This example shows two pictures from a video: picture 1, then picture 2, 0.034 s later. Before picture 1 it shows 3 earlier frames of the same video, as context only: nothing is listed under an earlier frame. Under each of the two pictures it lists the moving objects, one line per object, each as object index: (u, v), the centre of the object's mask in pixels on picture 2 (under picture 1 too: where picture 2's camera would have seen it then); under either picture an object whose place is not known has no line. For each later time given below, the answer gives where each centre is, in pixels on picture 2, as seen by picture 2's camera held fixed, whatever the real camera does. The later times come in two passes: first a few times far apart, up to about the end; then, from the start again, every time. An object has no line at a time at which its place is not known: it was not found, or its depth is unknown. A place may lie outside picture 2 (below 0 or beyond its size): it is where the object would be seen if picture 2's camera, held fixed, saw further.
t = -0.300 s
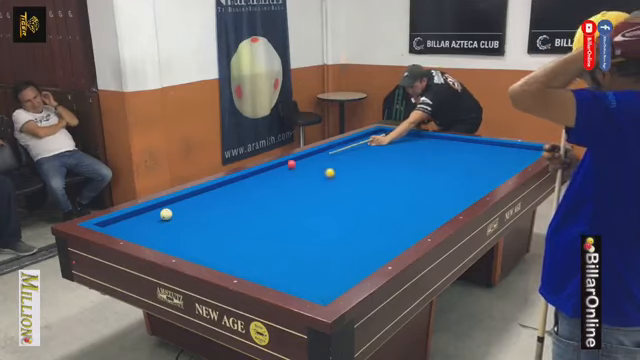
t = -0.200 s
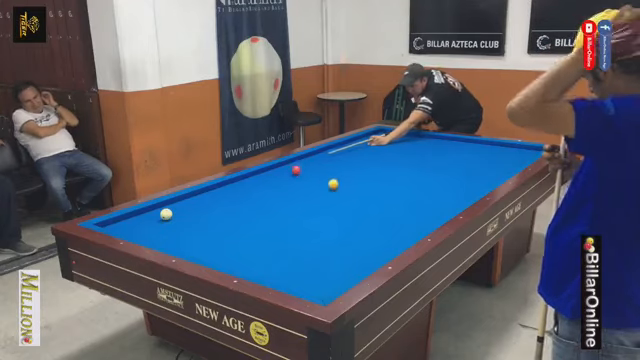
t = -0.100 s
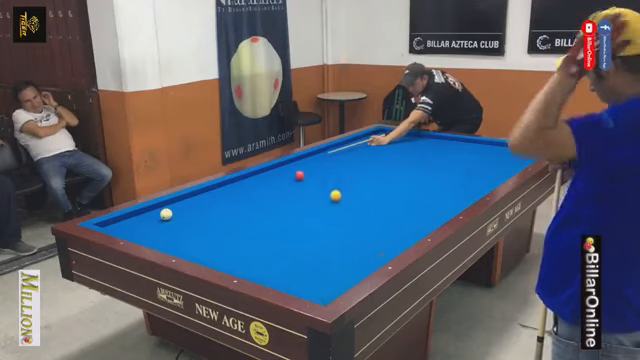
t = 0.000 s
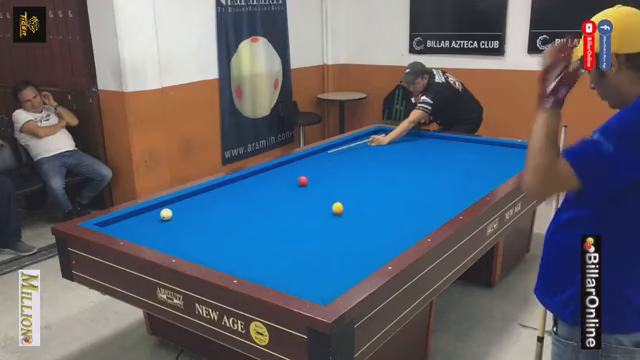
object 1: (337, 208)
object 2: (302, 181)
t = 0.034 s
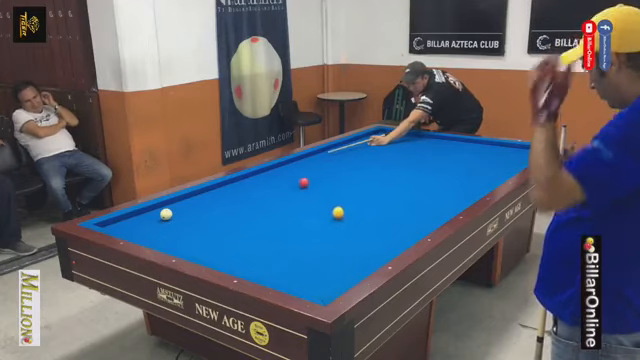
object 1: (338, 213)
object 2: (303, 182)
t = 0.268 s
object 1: (344, 251)
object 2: (312, 197)
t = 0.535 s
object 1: (297, 277)
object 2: (324, 216)
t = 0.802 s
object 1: (292, 235)
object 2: (338, 239)
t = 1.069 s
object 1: (286, 209)
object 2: (356, 267)
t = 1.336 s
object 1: (281, 188)
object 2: (314, 273)
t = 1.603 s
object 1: (277, 172)
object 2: (272, 275)
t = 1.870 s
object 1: (302, 162)
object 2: (266, 269)
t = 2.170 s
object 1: (344, 156)
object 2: (263, 259)
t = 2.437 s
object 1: (380, 151)
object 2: (262, 251)
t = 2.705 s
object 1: (413, 147)
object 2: (260, 244)
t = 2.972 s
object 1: (444, 143)
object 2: (258, 237)
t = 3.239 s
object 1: (470, 140)
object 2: (257, 231)
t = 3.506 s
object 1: (483, 147)
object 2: (256, 226)
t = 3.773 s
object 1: (497, 153)
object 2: (255, 221)
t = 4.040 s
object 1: (511, 160)
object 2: (254, 217)
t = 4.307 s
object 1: (508, 165)
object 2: (253, 213)
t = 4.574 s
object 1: (488, 168)
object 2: (252, 209)
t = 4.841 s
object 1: (468, 171)
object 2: (252, 206)
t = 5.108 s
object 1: (448, 173)
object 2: (251, 202)
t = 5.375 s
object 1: (428, 176)
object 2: (251, 200)
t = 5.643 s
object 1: (408, 179)
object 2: (251, 197)
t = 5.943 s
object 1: (386, 182)
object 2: (250, 195)
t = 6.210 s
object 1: (366, 185)
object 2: (250, 193)
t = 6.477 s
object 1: (345, 188)
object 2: (250, 190)
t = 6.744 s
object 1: (325, 191)
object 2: (250, 189)
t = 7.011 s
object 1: (305, 193)
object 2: (250, 187)
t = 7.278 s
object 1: (285, 196)
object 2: (250, 186)
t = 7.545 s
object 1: (265, 199)
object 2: (251, 185)
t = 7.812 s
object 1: (244, 202)
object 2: (251, 184)
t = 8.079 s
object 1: (224, 205)
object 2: (251, 183)
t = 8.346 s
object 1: (205, 207)
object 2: (251, 182)
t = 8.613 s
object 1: (185, 210)
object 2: (251, 182)
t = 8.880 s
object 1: (174, 211)
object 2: (251, 182)
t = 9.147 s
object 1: (169, 211)
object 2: (251, 182)
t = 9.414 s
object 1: (164, 210)
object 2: (252, 182)
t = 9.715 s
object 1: (160, 210)
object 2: (251, 182)
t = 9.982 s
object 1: (156, 210)
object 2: (251, 182)
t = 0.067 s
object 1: (339, 217)
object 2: (305, 184)
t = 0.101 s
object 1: (339, 222)
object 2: (306, 186)
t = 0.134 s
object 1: (340, 227)
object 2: (307, 188)
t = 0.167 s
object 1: (341, 232)
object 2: (308, 191)
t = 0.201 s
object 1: (342, 238)
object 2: (310, 192)
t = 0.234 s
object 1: (343, 245)
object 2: (311, 194)
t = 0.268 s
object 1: (344, 251)
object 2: (312, 197)
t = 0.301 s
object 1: (345, 258)
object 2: (314, 199)
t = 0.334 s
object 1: (346, 265)
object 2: (315, 201)
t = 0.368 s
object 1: (347, 271)
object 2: (316, 204)
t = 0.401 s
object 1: (339, 277)
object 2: (318, 206)
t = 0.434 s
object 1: (323, 282)
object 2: (320, 208)
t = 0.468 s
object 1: (307, 284)
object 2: (321, 211)
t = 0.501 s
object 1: (298, 283)
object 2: (322, 213)
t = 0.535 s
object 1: (297, 277)
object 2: (324, 216)
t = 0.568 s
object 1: (297, 270)
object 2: (326, 219)
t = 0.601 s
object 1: (296, 264)
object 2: (328, 221)
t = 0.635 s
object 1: (296, 258)
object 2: (329, 224)
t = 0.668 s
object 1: (295, 253)
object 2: (331, 227)
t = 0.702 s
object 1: (295, 248)
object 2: (332, 230)
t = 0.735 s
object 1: (294, 244)
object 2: (335, 233)
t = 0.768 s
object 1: (293, 239)
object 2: (336, 236)
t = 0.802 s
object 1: (292, 235)
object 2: (338, 239)
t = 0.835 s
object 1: (291, 231)
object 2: (341, 242)
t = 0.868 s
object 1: (290, 228)
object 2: (342, 246)
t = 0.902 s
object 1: (290, 224)
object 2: (345, 249)
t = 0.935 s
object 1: (289, 221)
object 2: (347, 253)
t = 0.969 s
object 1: (288, 218)
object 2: (349, 256)
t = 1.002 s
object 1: (287, 215)
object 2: (352, 261)
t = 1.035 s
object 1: (287, 212)
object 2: (354, 264)
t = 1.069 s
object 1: (286, 209)
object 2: (356, 267)
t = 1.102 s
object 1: (285, 206)
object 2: (353, 269)
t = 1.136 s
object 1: (285, 203)
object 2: (346, 270)
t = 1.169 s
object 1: (284, 200)
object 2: (341, 270)
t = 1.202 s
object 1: (284, 198)
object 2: (334, 270)
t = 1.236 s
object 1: (283, 195)
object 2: (329, 271)
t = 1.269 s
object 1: (282, 193)
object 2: (324, 272)
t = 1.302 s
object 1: (281, 190)
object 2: (319, 272)
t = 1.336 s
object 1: (281, 188)
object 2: (314, 273)
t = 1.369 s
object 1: (281, 186)
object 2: (308, 274)
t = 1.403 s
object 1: (280, 183)
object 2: (303, 274)
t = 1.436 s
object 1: (280, 181)
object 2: (298, 274)
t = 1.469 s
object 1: (279, 179)
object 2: (293, 275)
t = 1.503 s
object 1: (279, 177)
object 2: (288, 276)
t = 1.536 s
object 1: (279, 175)
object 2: (282, 276)
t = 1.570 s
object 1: (278, 173)
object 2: (278, 276)
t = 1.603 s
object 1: (277, 172)
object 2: (272, 275)
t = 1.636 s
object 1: (277, 170)
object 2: (268, 275)
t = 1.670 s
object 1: (277, 168)
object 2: (268, 275)
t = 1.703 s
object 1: (276, 166)
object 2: (268, 274)
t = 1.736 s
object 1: (280, 165)
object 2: (268, 273)
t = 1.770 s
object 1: (285, 164)
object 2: (267, 272)
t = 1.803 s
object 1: (291, 163)
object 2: (266, 271)
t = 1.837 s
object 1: (296, 163)
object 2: (266, 270)
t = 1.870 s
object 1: (302, 162)
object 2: (266, 269)
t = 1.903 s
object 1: (306, 161)
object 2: (266, 268)
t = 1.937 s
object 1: (311, 161)
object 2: (265, 267)
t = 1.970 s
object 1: (316, 160)
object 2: (265, 266)
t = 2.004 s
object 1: (321, 159)
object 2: (265, 264)
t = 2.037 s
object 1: (326, 159)
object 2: (264, 263)
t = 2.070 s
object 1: (330, 158)
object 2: (264, 262)
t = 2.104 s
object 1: (335, 157)
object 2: (264, 261)
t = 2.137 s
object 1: (340, 157)
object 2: (263, 260)
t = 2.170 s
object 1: (344, 156)
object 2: (263, 259)
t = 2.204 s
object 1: (349, 156)
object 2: (263, 258)
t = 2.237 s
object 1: (354, 155)
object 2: (263, 257)
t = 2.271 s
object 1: (358, 154)
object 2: (263, 255)
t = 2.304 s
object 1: (362, 154)
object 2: (263, 255)
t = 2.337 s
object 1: (367, 153)
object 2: (262, 254)
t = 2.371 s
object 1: (371, 152)
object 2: (262, 253)
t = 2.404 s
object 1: (376, 152)
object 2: (262, 252)
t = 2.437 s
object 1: (380, 151)
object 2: (262, 251)
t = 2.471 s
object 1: (384, 151)
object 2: (261, 250)
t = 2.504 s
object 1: (388, 150)
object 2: (261, 249)
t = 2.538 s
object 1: (393, 150)
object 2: (261, 248)
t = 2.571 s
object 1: (397, 149)
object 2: (261, 248)
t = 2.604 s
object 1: (401, 149)
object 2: (261, 247)
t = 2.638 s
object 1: (405, 148)
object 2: (261, 245)
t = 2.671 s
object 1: (409, 148)
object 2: (260, 245)
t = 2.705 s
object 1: (413, 147)
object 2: (260, 244)
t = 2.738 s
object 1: (417, 146)
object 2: (260, 243)
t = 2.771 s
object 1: (421, 146)
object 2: (260, 242)
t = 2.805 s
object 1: (425, 145)
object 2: (260, 241)
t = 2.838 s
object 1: (429, 145)
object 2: (259, 240)
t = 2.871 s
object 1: (433, 144)
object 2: (259, 240)
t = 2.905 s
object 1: (436, 144)
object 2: (259, 239)
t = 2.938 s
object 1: (441, 144)
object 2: (259, 238)
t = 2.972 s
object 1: (444, 143)
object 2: (258, 237)
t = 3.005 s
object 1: (448, 142)
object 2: (258, 236)
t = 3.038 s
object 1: (452, 142)
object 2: (258, 235)
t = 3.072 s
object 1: (456, 141)
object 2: (258, 235)
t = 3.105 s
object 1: (459, 141)
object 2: (258, 234)
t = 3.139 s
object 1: (463, 140)
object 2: (258, 233)
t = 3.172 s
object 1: (467, 140)
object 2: (258, 233)
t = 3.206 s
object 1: (469, 140)
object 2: (257, 232)
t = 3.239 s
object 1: (470, 140)
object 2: (257, 231)
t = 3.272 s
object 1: (472, 141)
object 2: (257, 231)
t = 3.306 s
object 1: (473, 142)
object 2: (257, 230)
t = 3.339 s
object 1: (475, 143)
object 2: (257, 229)
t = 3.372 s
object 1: (476, 144)
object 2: (257, 229)
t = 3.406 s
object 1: (478, 144)
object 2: (256, 228)
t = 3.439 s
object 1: (480, 145)
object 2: (256, 227)
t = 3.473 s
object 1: (481, 146)
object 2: (256, 226)
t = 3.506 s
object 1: (483, 147)
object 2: (256, 226)
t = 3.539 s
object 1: (485, 147)
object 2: (256, 225)
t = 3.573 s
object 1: (486, 148)
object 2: (256, 225)
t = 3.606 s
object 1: (488, 149)
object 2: (256, 224)
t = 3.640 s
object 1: (490, 150)
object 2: (256, 223)
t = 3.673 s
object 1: (492, 151)
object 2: (255, 223)
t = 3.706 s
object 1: (494, 151)
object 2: (256, 222)
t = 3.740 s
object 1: (495, 152)
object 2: (255, 222)
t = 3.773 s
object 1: (497, 153)
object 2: (255, 221)
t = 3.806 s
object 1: (498, 154)
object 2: (255, 220)
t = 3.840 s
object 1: (500, 155)
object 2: (255, 220)
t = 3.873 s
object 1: (502, 156)
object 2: (255, 220)
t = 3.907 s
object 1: (504, 156)
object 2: (254, 219)
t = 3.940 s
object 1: (506, 157)
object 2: (254, 218)
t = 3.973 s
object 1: (508, 158)
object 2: (254, 218)
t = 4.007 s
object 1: (510, 159)
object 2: (254, 217)
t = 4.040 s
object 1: (511, 160)
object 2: (254, 217)
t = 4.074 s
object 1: (514, 161)
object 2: (254, 216)
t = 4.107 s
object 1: (515, 162)
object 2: (254, 215)
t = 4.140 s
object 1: (517, 162)
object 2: (254, 215)
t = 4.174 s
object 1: (517, 163)
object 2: (254, 214)
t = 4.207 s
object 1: (516, 163)
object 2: (253, 214)
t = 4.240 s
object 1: (513, 164)
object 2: (253, 214)
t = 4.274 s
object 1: (510, 165)
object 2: (253, 213)
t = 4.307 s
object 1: (508, 165)
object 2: (253, 213)
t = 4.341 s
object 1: (505, 165)
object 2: (253, 212)
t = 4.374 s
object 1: (503, 166)
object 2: (253, 212)
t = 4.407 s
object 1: (500, 166)
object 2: (253, 211)
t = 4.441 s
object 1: (498, 166)
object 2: (253, 211)
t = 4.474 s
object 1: (495, 167)
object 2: (253, 210)
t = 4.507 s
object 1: (493, 167)
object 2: (253, 210)
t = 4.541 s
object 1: (490, 167)
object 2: (253, 210)
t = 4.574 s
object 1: (488, 168)
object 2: (252, 209)
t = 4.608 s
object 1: (486, 168)
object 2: (252, 209)
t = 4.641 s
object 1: (483, 168)
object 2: (252, 208)
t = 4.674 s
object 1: (481, 169)
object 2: (252, 208)
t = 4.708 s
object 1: (478, 169)
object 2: (252, 207)
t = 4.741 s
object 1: (475, 169)
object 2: (252, 207)
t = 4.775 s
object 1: (473, 170)
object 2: (252, 206)
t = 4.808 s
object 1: (470, 170)
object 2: (252, 206)
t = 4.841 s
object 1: (468, 171)
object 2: (252, 206)
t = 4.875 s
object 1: (465, 171)
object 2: (252, 205)
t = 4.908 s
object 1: (463, 171)
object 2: (252, 205)
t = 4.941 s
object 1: (461, 172)
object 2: (251, 204)
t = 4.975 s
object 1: (458, 172)
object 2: (251, 204)
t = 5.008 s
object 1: (456, 172)
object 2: (251, 203)
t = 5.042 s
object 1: (453, 172)
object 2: (251, 203)
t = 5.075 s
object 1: (451, 173)
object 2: (251, 203)
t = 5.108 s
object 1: (448, 173)
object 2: (251, 202)
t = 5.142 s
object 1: (446, 174)
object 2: (251, 202)
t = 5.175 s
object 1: (443, 174)
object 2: (251, 202)
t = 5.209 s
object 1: (441, 174)
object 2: (251, 201)
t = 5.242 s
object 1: (438, 175)
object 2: (251, 201)
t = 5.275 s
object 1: (436, 175)
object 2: (251, 201)
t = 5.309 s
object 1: (433, 175)
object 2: (251, 200)
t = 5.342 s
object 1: (431, 176)
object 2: (251, 200)
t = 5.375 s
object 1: (428, 176)
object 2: (251, 200)
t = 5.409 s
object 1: (426, 176)
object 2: (251, 199)
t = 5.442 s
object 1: (423, 177)
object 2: (251, 199)
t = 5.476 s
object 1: (421, 177)
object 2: (251, 199)
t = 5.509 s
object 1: (418, 177)
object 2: (251, 198)
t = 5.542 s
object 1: (416, 178)
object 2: (251, 198)
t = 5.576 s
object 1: (413, 178)
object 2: (251, 198)
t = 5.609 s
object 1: (411, 178)
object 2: (251, 197)
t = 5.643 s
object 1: (408, 179)
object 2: (251, 197)
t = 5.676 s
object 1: (406, 179)
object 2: (251, 197)
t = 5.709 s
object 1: (403, 179)
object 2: (251, 196)
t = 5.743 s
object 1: (401, 180)
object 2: (251, 196)
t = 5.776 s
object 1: (398, 180)
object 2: (251, 196)
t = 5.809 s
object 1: (396, 181)
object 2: (251, 195)
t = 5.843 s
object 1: (393, 181)
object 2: (251, 195)
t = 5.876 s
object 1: (391, 181)
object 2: (251, 195)
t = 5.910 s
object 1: (388, 182)
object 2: (250, 195)
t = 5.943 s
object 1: (386, 182)
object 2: (250, 195)
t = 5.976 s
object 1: (383, 182)
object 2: (250, 194)
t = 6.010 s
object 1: (380, 183)
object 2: (250, 194)
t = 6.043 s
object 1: (378, 183)
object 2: (250, 193)
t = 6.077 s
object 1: (375, 183)
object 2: (250, 193)
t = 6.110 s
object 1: (373, 184)
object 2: (250, 193)
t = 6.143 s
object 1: (370, 184)
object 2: (250, 193)
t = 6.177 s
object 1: (368, 185)
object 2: (250, 192)
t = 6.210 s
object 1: (366, 185)
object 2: (250, 193)
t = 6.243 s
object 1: (363, 185)
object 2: (250, 192)
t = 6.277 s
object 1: (360, 186)
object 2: (250, 192)
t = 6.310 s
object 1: (358, 186)
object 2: (250, 192)
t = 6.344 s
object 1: (355, 186)
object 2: (250, 191)
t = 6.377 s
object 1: (353, 187)
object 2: (250, 191)
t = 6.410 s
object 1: (351, 187)
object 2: (250, 191)
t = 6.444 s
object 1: (348, 187)
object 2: (250, 191)
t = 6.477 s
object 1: (345, 188)
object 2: (250, 190)
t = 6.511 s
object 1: (343, 188)
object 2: (250, 190)
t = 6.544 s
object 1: (340, 188)
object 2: (250, 190)
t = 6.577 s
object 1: (338, 189)
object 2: (250, 190)
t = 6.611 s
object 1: (335, 189)
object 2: (250, 189)
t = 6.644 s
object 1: (333, 189)
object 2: (250, 189)
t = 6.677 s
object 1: (330, 190)
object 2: (250, 189)
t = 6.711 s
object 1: (327, 190)
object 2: (250, 189)
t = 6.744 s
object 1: (325, 191)
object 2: (250, 189)
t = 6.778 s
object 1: (323, 191)
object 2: (250, 189)
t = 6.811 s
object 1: (320, 191)
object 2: (250, 189)
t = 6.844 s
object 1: (317, 192)
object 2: (250, 189)
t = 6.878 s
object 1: (315, 192)
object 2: (250, 188)
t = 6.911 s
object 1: (312, 192)
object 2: (250, 188)
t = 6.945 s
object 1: (310, 193)
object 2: (250, 188)
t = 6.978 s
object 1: (307, 193)
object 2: (250, 188)
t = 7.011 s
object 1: (305, 193)
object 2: (250, 187)
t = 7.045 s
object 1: (302, 194)
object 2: (250, 187)
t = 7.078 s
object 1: (300, 194)
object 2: (250, 187)
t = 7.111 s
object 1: (297, 194)
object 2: (250, 187)
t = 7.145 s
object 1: (295, 195)
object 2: (250, 187)
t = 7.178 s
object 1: (292, 195)
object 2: (250, 187)
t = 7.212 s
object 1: (290, 195)
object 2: (250, 186)
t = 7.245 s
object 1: (287, 196)
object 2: (250, 186)
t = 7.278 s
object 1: (285, 196)
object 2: (250, 186)
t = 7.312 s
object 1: (282, 196)
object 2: (250, 186)
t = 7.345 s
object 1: (280, 197)
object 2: (250, 186)
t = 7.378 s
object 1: (277, 197)
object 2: (251, 185)
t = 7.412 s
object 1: (275, 198)
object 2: (251, 185)
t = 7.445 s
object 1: (272, 198)
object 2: (251, 185)
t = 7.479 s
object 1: (270, 198)
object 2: (251, 185)
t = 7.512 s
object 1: (267, 199)
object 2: (251, 185)
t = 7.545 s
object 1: (265, 199)
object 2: (251, 185)
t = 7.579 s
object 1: (262, 199)
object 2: (251, 185)
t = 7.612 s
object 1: (260, 200)
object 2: (251, 185)
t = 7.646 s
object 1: (257, 200)
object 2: (251, 185)
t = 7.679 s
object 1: (254, 201)
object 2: (251, 184)
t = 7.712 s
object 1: (252, 201)
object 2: (251, 184)
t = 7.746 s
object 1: (249, 201)
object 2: (251, 184)
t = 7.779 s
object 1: (247, 202)
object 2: (251, 184)
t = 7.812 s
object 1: (244, 202)
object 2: (251, 184)
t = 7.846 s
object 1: (242, 202)
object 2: (251, 184)
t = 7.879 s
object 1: (239, 203)
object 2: (251, 184)
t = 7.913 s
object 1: (237, 203)
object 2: (251, 184)
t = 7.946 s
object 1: (235, 203)
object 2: (251, 184)
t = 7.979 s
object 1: (232, 204)
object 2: (251, 183)
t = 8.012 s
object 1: (230, 204)
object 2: (251, 183)
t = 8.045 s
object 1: (227, 204)
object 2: (251, 183)
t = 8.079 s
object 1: (224, 205)
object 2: (251, 183)
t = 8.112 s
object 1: (222, 205)
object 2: (251, 183)
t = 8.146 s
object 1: (220, 206)
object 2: (251, 183)
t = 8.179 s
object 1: (217, 206)
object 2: (251, 183)
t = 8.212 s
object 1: (214, 206)
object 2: (251, 183)
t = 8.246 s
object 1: (212, 206)
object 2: (251, 183)
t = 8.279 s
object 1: (210, 207)
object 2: (251, 182)
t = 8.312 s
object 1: (207, 207)
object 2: (251, 182)
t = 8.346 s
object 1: (205, 207)
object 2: (251, 182)
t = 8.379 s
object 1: (202, 208)
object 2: (251, 182)
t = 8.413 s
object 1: (199, 208)
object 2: (251, 182)
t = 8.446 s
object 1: (197, 209)
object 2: (251, 182)
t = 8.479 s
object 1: (195, 209)
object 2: (251, 182)
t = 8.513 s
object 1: (192, 209)
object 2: (251, 182)
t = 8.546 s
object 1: (189, 210)
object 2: (251, 182)
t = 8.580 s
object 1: (187, 210)
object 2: (251, 182)
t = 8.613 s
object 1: (185, 210)
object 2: (251, 182)
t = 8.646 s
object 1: (182, 211)
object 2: (251, 182)
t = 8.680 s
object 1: (180, 211)
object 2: (251, 182)
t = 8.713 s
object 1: (178, 211)
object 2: (251, 182)
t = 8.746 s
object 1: (176, 212)
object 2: (251, 182)
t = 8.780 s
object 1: (176, 212)
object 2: (251, 182)
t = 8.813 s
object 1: (175, 211)
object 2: (251, 182)
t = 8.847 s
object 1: (175, 211)
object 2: (251, 182)
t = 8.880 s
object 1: (174, 211)
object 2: (251, 182)
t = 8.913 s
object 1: (173, 211)
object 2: (251, 182)
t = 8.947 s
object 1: (172, 211)
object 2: (251, 182)
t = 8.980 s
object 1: (172, 211)
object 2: (251, 182)
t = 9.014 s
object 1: (171, 211)
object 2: (251, 182)
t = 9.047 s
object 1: (170, 211)
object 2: (251, 182)
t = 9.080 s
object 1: (170, 211)
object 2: (251, 182)
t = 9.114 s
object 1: (169, 211)
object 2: (251, 182)
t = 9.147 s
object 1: (169, 211)
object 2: (251, 182)
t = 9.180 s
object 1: (168, 211)
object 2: (251, 182)
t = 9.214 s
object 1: (168, 210)
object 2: (251, 182)
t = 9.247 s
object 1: (167, 211)
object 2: (251, 182)
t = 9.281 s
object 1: (166, 210)
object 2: (252, 182)
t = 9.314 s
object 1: (166, 210)
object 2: (252, 182)
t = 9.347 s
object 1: (165, 210)
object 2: (252, 182)
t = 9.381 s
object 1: (165, 210)
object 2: (252, 182)
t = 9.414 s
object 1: (164, 210)
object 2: (252, 182)
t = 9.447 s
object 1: (164, 210)
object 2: (252, 182)
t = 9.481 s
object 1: (163, 210)
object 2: (252, 182)
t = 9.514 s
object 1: (163, 210)
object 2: (252, 182)
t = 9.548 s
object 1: (162, 210)
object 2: (252, 182)
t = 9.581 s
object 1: (162, 210)
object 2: (252, 182)
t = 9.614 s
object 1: (161, 210)
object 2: (251, 182)
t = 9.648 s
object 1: (161, 210)
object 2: (251, 182)
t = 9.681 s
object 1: (160, 210)
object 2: (251, 182)
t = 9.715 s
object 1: (160, 210)
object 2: (251, 182)
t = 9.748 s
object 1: (159, 210)
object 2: (251, 182)
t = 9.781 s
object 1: (159, 210)
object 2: (251, 182)
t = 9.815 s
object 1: (159, 210)
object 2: (251, 182)
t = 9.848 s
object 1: (158, 210)
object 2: (251, 182)
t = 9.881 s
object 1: (158, 210)
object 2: (251, 182)
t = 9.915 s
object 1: (157, 210)
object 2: (251, 182)
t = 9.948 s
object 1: (157, 210)
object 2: (252, 182)
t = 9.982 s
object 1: (156, 210)
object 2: (251, 182)
